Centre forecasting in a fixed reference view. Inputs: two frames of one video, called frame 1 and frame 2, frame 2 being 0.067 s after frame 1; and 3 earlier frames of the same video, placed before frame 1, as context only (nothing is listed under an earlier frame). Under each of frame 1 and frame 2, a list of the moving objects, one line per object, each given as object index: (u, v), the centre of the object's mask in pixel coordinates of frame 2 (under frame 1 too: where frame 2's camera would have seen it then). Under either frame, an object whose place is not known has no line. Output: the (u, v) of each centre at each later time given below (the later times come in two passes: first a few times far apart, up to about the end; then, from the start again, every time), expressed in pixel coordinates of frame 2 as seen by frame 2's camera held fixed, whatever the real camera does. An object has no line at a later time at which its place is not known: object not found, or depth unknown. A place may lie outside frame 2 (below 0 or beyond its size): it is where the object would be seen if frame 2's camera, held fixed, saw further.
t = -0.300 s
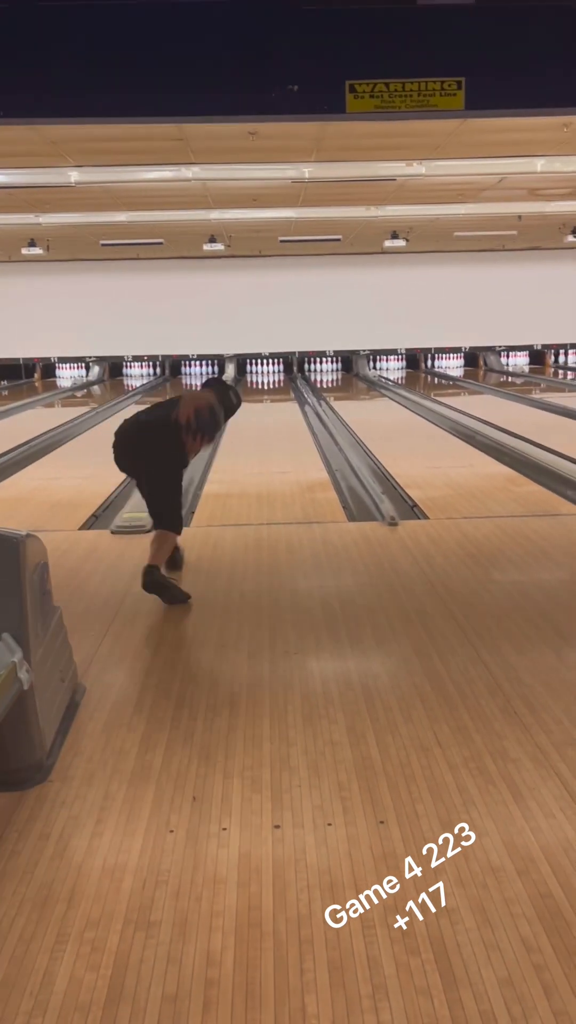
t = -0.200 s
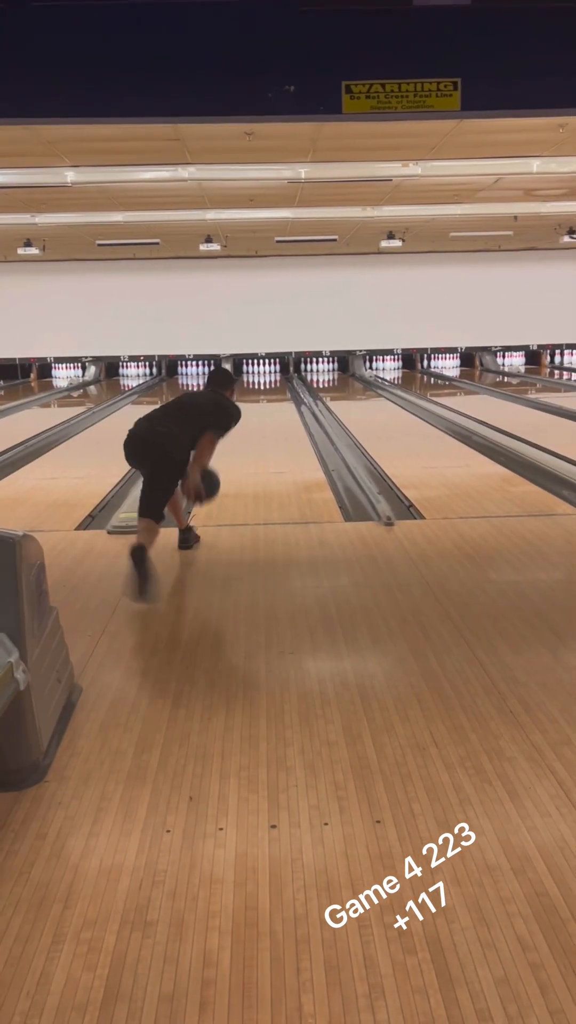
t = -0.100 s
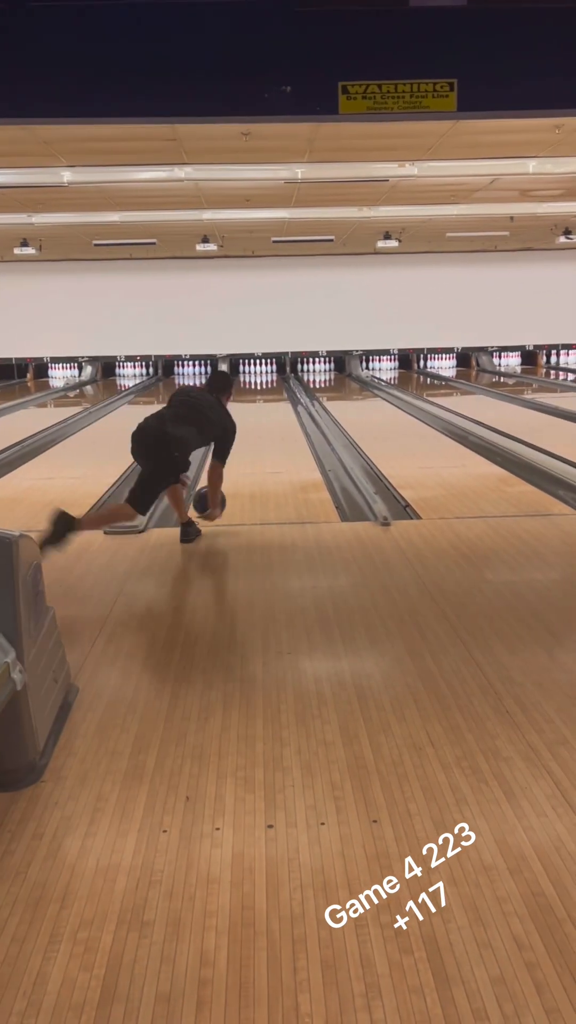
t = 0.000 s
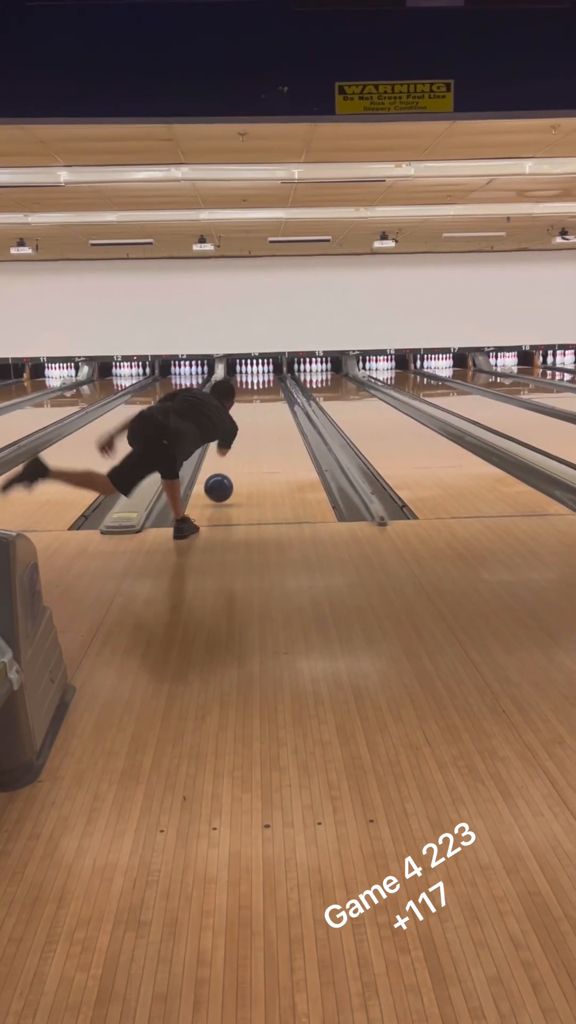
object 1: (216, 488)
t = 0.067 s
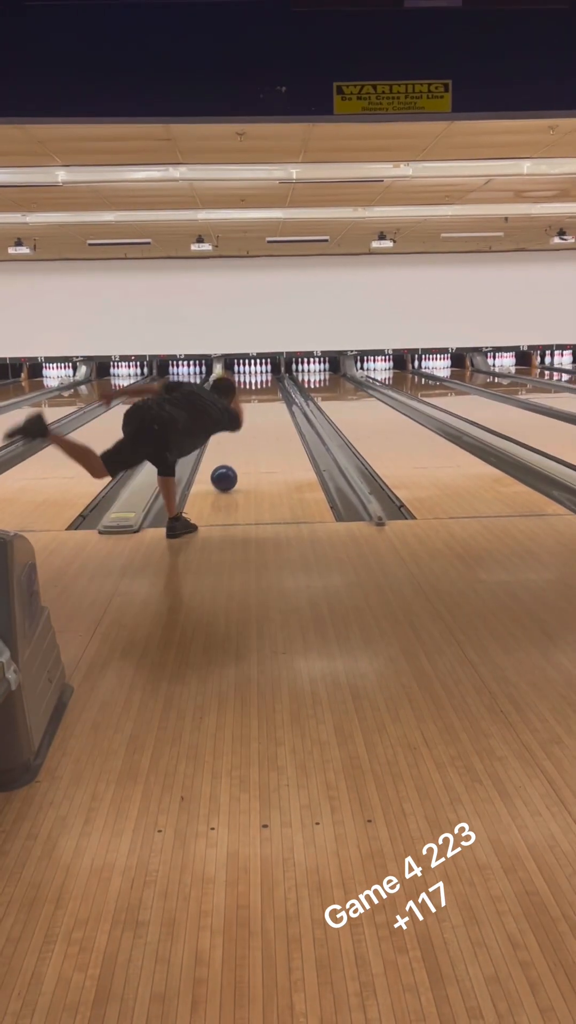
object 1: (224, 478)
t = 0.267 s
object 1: (241, 450)
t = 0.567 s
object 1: (259, 426)
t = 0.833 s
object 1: (264, 408)
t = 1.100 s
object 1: (269, 396)
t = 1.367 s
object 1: (272, 388)
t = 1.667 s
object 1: (272, 380)
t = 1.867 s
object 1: (271, 376)
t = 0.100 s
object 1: (227, 473)
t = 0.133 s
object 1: (230, 468)
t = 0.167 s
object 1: (233, 463)
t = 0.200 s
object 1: (236, 459)
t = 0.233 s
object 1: (238, 454)
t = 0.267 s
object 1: (241, 450)
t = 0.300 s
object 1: (243, 447)
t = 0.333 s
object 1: (245, 443)
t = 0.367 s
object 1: (246, 440)
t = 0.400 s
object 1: (248, 436)
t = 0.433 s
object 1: (250, 433)
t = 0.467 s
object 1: (251, 431)
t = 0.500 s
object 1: (253, 428)
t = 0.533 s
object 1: (254, 426)
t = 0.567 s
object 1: (259, 426)
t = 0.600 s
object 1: (257, 421)
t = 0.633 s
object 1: (258, 418)
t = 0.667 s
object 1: (259, 416)
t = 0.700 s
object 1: (260, 414)
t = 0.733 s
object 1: (261, 413)
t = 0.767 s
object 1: (262, 411)
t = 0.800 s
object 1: (263, 409)
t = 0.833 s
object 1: (264, 408)
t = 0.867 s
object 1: (265, 406)
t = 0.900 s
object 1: (265, 404)
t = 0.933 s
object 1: (266, 403)
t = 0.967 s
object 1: (267, 401)
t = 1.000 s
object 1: (267, 400)
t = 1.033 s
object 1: (268, 399)
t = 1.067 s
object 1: (268, 397)
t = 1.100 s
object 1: (269, 396)
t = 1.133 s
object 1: (270, 395)
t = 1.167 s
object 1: (270, 394)
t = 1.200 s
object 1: (271, 393)
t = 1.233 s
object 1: (271, 391)
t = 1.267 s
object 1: (271, 390)
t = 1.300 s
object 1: (272, 389)
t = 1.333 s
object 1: (272, 389)
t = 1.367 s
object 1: (272, 388)
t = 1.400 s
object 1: (272, 387)
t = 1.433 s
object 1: (272, 386)
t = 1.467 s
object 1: (272, 385)
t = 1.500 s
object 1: (272, 384)
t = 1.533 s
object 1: (273, 383)
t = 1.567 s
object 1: (273, 382)
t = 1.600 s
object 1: (272, 381)
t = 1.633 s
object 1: (272, 381)
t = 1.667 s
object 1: (272, 380)
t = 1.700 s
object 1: (272, 379)
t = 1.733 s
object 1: (272, 379)
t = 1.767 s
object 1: (272, 378)
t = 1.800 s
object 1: (271, 377)
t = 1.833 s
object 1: (271, 377)
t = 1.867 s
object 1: (271, 376)
